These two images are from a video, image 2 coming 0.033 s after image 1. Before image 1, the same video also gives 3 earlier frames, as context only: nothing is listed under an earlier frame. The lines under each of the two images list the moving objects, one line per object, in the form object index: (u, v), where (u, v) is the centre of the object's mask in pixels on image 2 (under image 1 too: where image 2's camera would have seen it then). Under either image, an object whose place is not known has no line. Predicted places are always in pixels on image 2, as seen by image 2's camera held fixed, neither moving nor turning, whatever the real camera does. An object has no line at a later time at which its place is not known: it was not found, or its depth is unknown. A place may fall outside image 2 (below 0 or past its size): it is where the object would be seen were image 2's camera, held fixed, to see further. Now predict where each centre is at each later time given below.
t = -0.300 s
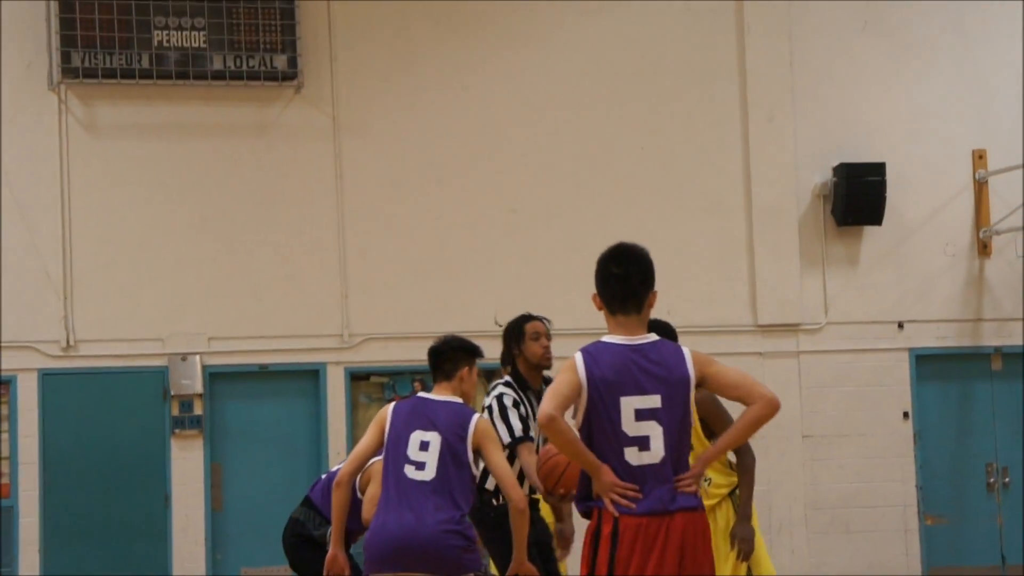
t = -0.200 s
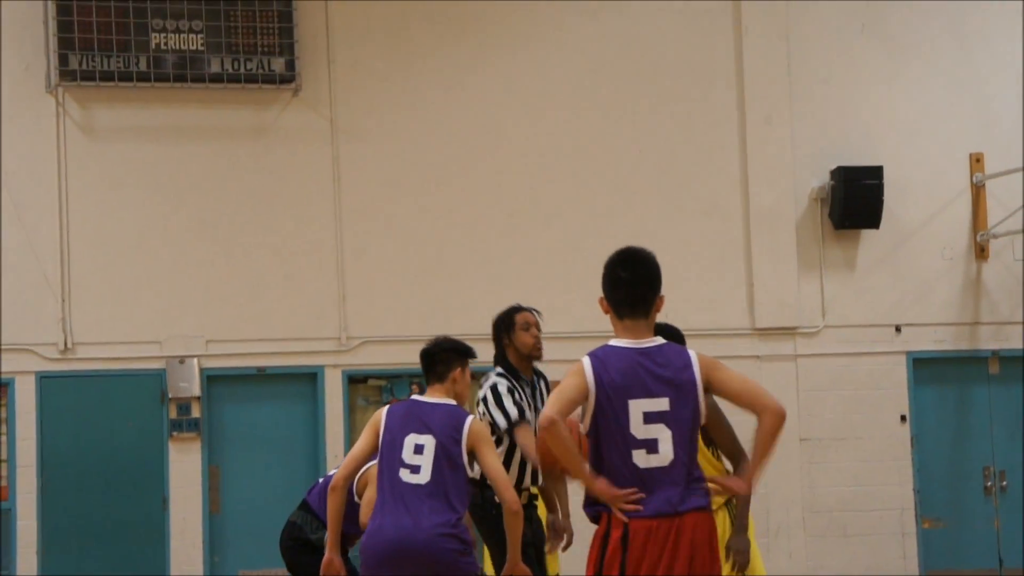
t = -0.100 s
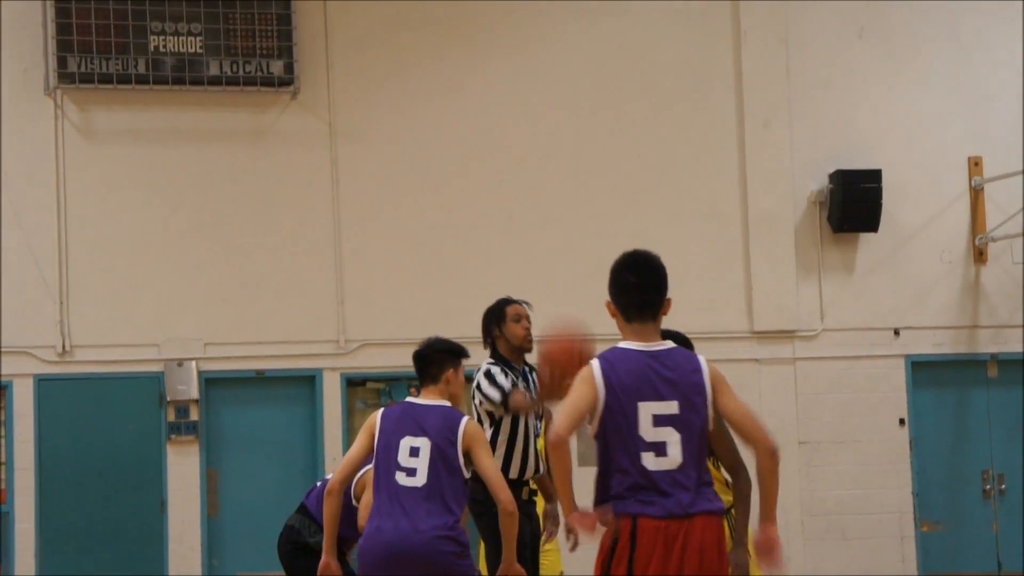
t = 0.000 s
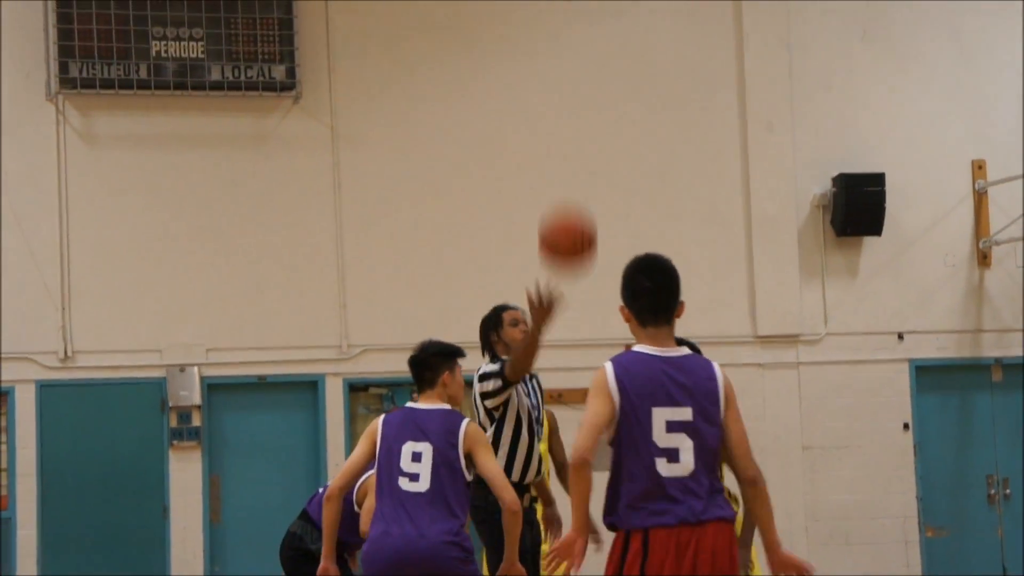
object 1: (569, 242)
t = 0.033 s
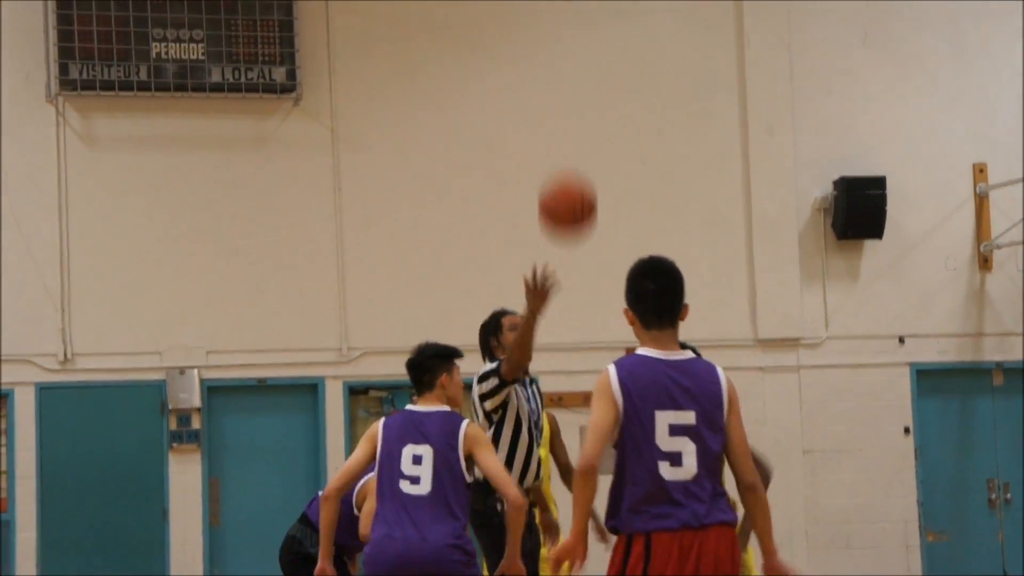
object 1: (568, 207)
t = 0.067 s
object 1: (567, 175)
